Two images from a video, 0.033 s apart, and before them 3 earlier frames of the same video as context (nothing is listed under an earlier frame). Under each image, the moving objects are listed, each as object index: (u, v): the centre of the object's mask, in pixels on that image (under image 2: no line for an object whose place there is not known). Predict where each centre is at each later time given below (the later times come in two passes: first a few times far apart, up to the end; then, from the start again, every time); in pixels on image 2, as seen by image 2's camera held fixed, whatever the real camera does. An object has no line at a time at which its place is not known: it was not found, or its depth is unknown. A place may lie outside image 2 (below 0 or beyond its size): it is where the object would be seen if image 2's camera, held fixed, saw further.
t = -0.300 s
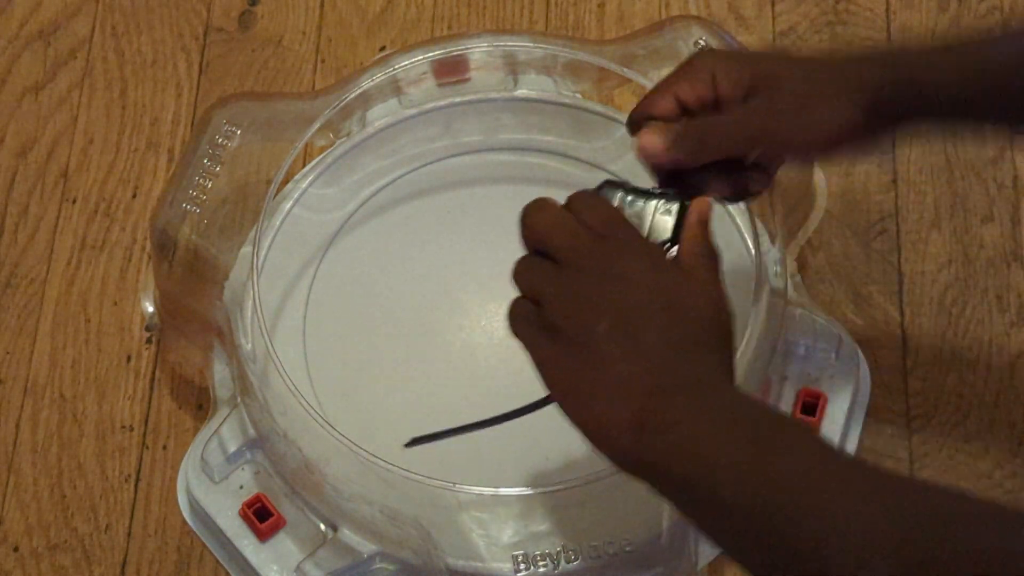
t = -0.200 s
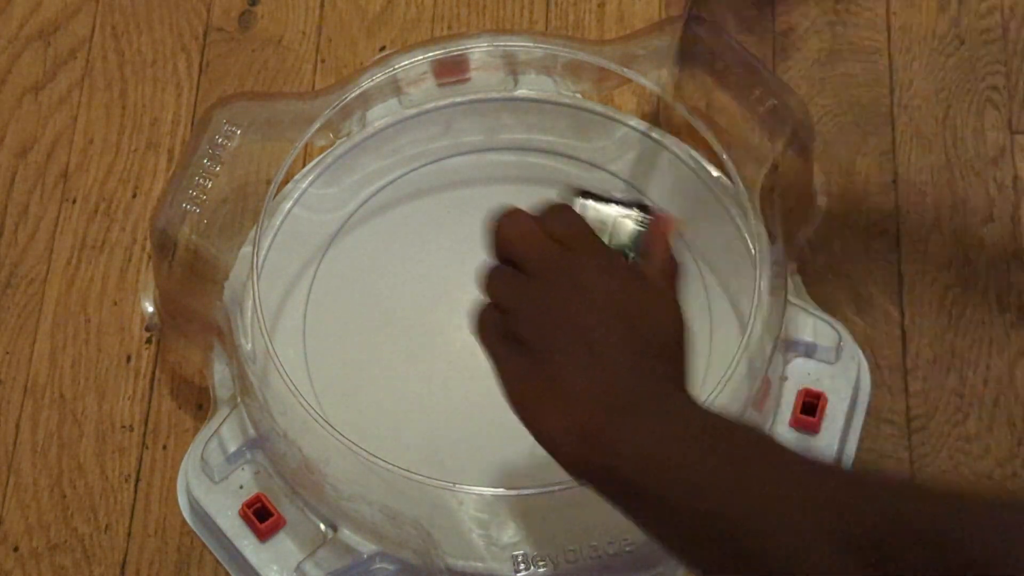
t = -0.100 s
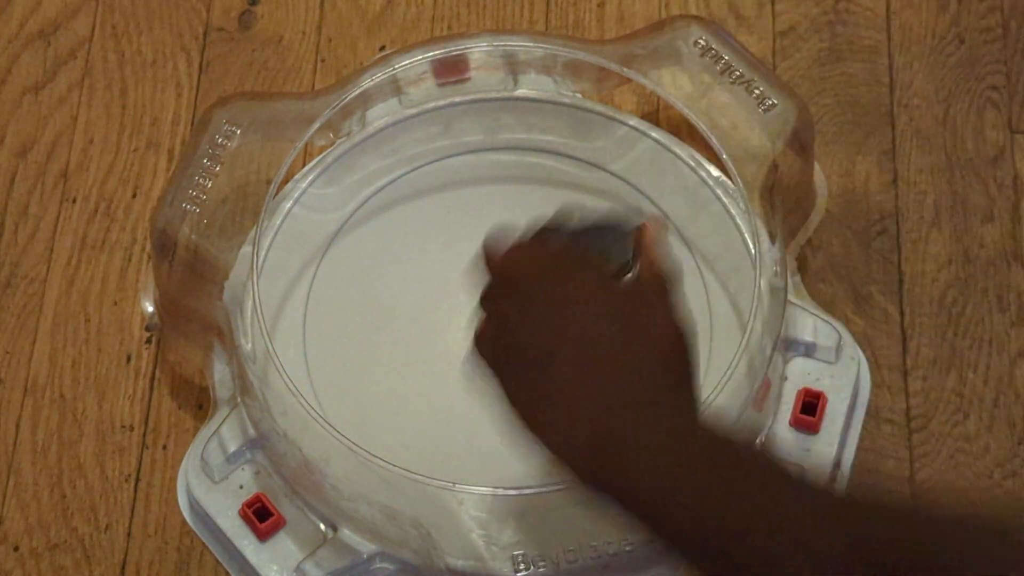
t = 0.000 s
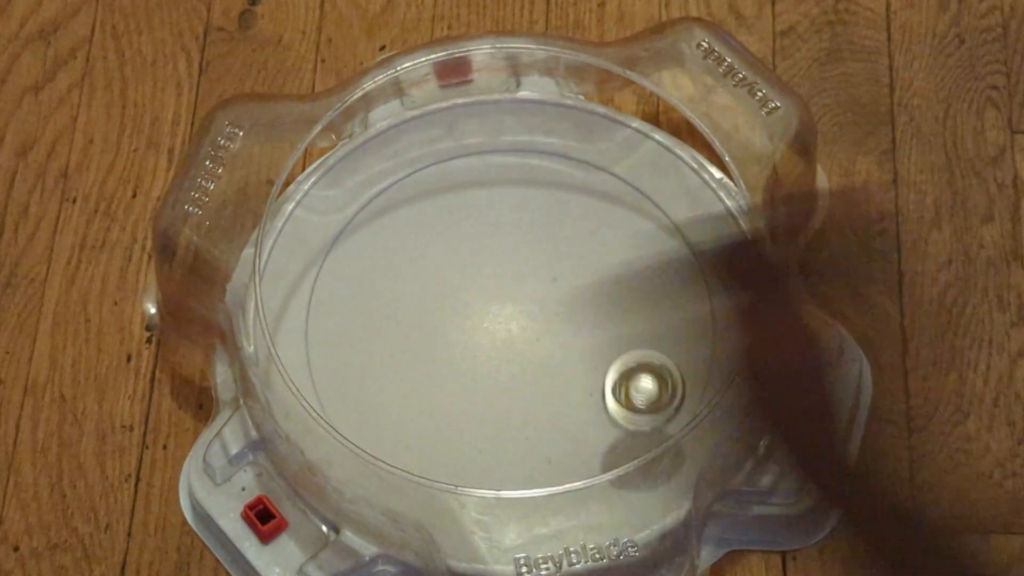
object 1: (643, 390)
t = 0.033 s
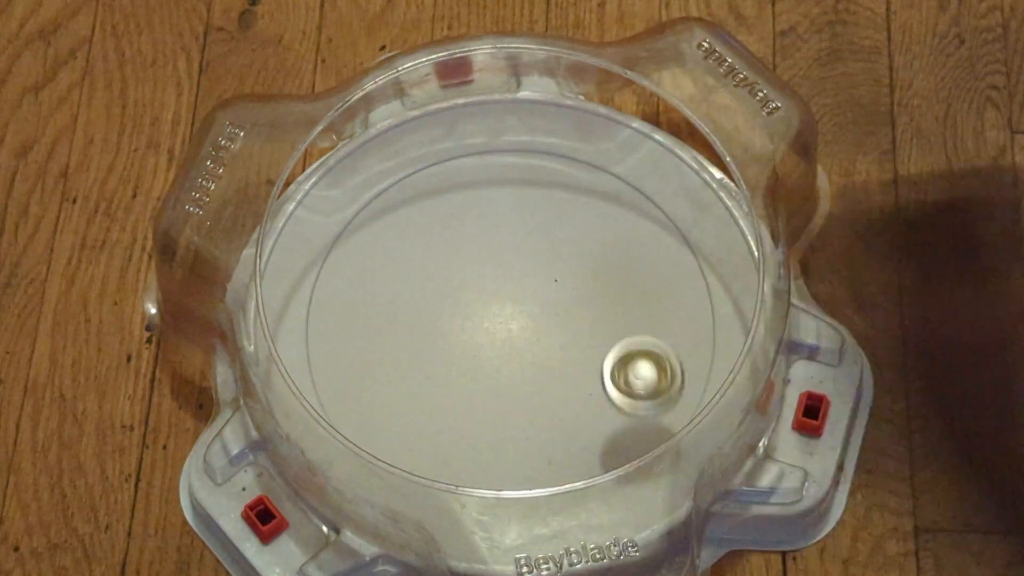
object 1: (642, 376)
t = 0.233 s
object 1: (587, 298)
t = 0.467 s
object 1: (421, 240)
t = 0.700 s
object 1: (381, 407)
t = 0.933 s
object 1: (613, 442)
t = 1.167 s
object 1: (649, 196)
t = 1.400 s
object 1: (361, 193)
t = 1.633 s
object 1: (381, 449)
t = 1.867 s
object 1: (659, 415)
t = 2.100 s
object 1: (626, 165)
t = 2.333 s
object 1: (360, 196)
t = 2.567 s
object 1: (373, 443)
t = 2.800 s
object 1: (655, 431)
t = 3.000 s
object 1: (679, 215)
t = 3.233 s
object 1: (429, 149)
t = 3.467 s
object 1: (323, 368)
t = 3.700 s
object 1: (567, 483)
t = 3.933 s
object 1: (703, 276)
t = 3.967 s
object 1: (692, 241)
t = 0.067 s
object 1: (640, 366)
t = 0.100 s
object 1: (637, 365)
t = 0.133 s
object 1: (630, 356)
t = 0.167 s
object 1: (617, 334)
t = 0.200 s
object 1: (602, 318)
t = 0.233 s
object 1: (587, 298)
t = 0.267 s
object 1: (570, 278)
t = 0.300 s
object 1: (548, 259)
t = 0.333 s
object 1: (525, 245)
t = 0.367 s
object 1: (498, 234)
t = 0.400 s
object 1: (473, 230)
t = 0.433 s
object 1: (445, 232)
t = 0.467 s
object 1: (421, 240)
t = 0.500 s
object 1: (399, 252)
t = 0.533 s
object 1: (382, 270)
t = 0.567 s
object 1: (370, 291)
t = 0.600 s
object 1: (362, 320)
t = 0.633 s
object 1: (361, 349)
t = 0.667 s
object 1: (365, 378)
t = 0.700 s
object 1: (381, 407)
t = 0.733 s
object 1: (401, 433)
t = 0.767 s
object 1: (425, 448)
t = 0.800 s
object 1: (461, 462)
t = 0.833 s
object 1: (503, 466)
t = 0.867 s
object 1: (537, 466)
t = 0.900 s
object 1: (579, 457)
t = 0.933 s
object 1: (613, 442)
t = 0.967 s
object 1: (648, 415)
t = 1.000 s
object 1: (671, 387)
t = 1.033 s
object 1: (689, 351)
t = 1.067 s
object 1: (695, 309)
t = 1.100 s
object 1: (690, 269)
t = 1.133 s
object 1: (674, 234)
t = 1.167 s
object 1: (649, 196)
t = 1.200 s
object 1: (617, 165)
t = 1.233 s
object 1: (573, 140)
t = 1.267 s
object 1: (525, 132)
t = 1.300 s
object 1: (478, 132)
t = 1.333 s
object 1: (432, 144)
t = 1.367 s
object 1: (396, 164)
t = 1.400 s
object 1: (361, 193)
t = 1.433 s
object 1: (334, 230)
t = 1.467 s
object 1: (321, 265)
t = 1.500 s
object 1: (309, 309)
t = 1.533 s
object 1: (317, 349)
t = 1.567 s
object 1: (326, 381)
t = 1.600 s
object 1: (350, 418)
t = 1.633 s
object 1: (381, 449)
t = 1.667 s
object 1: (416, 470)
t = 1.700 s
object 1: (459, 480)
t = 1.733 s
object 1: (506, 473)
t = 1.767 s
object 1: (548, 470)
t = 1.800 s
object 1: (588, 459)
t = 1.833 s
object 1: (626, 440)
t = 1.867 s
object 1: (659, 415)
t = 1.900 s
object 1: (684, 384)
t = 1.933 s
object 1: (703, 347)
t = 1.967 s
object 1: (710, 307)
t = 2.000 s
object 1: (704, 267)
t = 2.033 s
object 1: (687, 229)
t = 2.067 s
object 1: (661, 193)
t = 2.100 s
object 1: (626, 165)
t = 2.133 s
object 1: (587, 145)
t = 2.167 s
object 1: (548, 134)
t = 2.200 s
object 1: (505, 131)
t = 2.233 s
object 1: (463, 136)
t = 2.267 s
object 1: (422, 151)
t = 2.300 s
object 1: (389, 171)
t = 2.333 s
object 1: (360, 196)
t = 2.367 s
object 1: (336, 228)
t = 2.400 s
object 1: (321, 264)
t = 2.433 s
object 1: (313, 302)
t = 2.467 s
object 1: (315, 340)
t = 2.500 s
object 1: (327, 378)
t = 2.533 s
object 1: (346, 411)
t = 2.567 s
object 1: (373, 443)
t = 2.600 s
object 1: (408, 465)
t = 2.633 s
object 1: (445, 478)
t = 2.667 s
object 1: (489, 483)
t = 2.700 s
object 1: (536, 472)
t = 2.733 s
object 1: (577, 463)
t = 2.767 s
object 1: (616, 446)
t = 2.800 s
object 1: (655, 431)
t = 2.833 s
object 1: (682, 399)
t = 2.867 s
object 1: (699, 363)
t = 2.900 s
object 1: (708, 325)
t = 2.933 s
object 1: (707, 287)
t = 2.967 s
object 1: (698, 250)
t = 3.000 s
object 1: (679, 215)
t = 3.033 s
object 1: (653, 186)
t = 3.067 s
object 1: (622, 162)
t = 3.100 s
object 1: (585, 145)
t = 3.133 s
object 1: (547, 135)
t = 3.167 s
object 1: (506, 133)
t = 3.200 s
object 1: (467, 137)
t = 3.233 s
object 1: (429, 149)
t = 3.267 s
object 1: (395, 167)
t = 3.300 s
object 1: (366, 190)
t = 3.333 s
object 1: (341, 218)
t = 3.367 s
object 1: (323, 251)
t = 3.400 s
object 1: (315, 291)
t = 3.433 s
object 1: (313, 330)
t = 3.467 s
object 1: (323, 368)
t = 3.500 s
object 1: (341, 405)
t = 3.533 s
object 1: (364, 436)
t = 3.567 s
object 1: (398, 461)
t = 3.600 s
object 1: (436, 480)
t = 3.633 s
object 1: (477, 489)
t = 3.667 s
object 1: (523, 498)
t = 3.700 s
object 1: (567, 483)
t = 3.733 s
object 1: (607, 466)
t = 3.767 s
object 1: (642, 444)
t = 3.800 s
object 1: (670, 415)
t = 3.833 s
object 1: (690, 382)
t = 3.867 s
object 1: (704, 346)
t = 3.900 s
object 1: (708, 311)
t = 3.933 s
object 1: (703, 276)
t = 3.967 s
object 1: (692, 241)
